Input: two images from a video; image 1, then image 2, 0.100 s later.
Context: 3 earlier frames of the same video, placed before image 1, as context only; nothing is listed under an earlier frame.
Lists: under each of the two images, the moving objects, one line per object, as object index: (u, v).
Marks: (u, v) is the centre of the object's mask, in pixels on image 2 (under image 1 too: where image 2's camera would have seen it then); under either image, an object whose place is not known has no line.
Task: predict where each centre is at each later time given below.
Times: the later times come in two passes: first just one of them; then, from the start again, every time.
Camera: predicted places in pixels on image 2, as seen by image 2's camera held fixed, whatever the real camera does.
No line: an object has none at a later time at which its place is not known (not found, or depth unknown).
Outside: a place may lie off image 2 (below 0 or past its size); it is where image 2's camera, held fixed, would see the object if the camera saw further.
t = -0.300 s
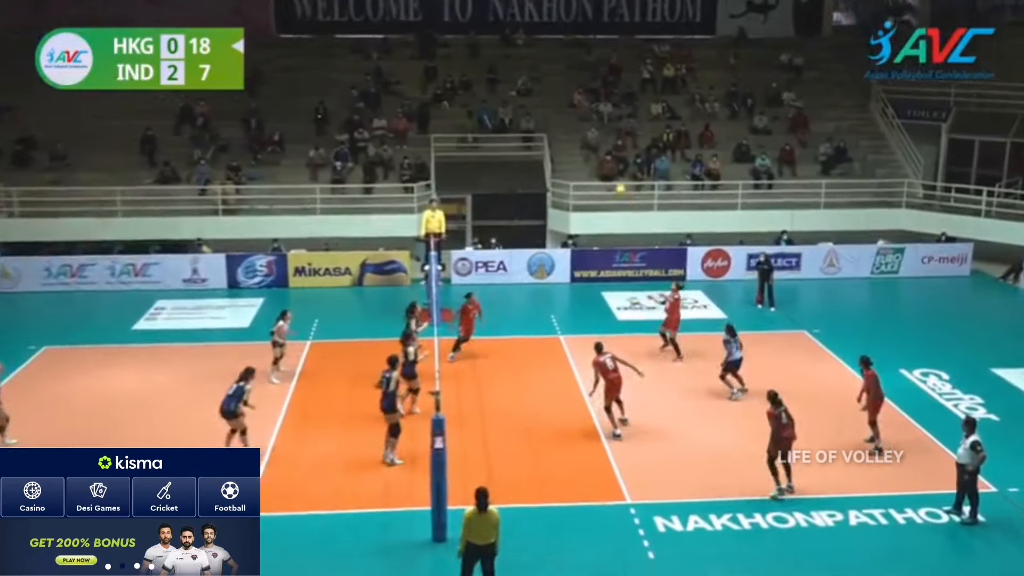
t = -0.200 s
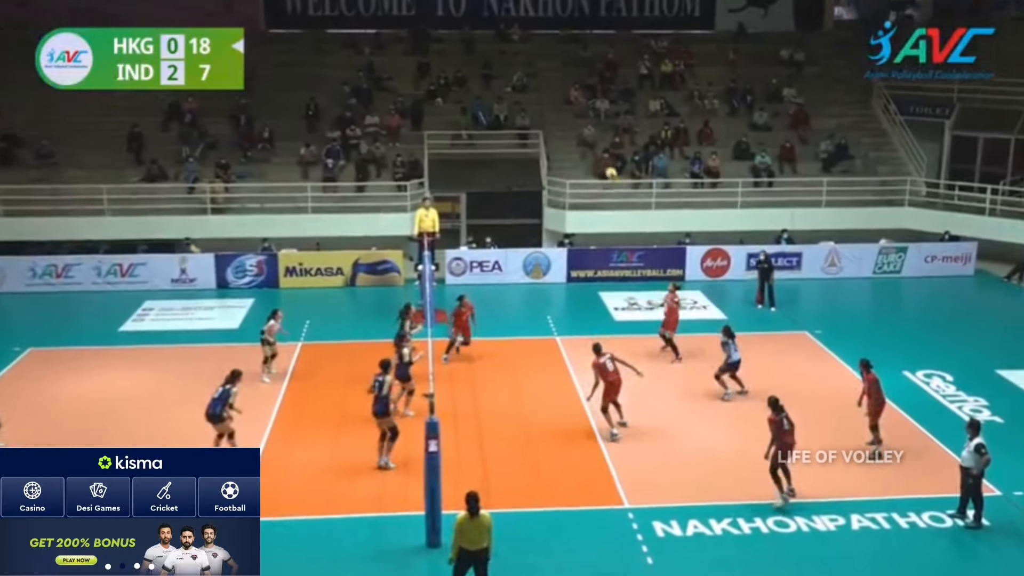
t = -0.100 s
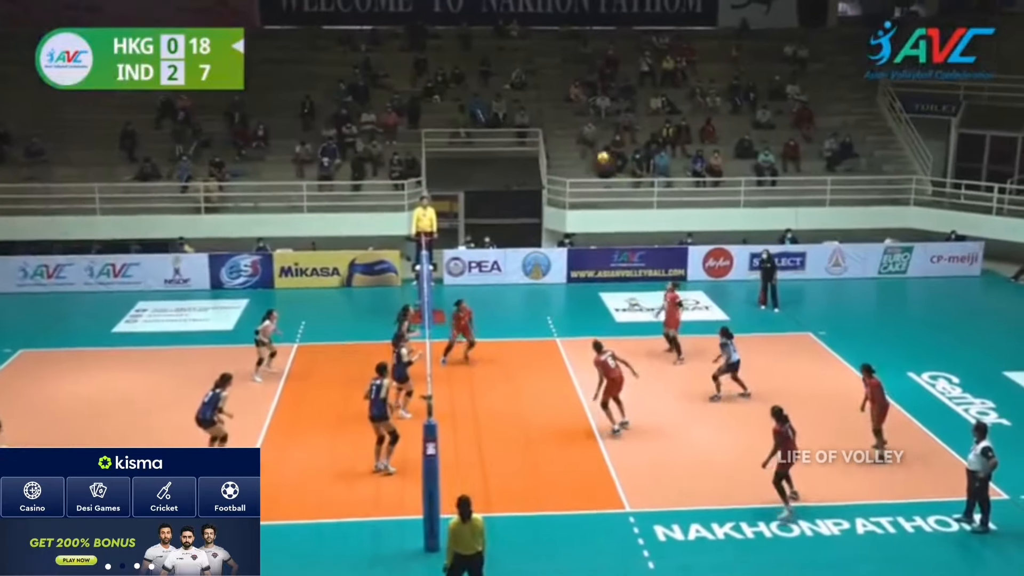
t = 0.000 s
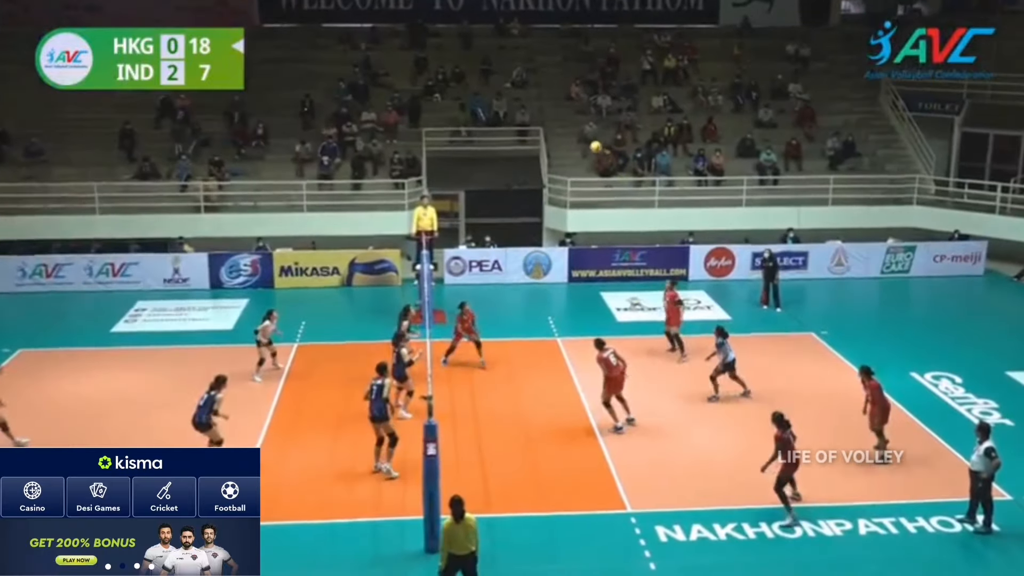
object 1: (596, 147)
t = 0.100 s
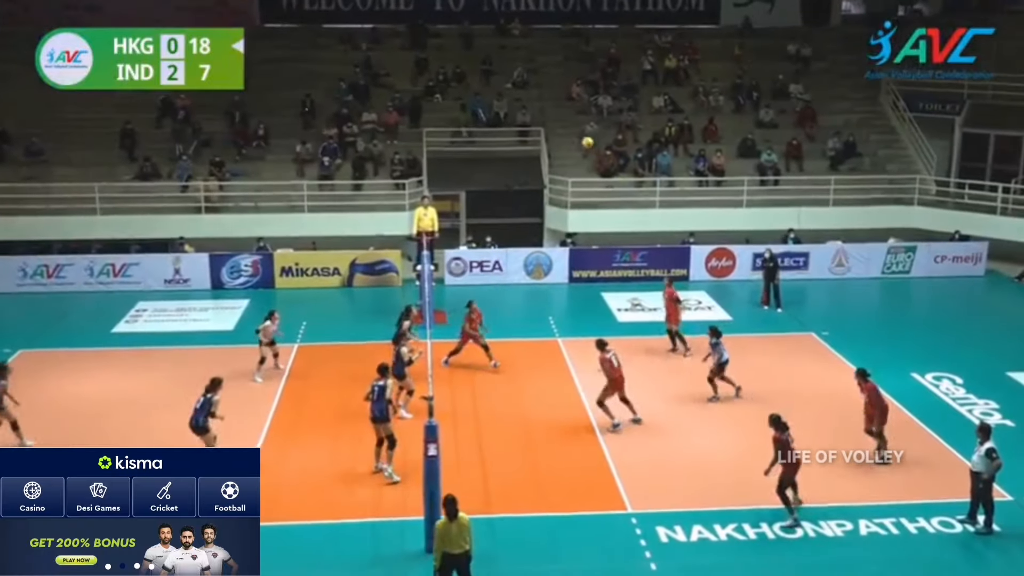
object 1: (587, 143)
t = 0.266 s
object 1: (573, 144)
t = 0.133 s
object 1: (586, 142)
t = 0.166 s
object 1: (582, 141)
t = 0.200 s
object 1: (581, 142)
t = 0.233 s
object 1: (577, 142)
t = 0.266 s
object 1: (573, 144)
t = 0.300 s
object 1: (571, 145)
